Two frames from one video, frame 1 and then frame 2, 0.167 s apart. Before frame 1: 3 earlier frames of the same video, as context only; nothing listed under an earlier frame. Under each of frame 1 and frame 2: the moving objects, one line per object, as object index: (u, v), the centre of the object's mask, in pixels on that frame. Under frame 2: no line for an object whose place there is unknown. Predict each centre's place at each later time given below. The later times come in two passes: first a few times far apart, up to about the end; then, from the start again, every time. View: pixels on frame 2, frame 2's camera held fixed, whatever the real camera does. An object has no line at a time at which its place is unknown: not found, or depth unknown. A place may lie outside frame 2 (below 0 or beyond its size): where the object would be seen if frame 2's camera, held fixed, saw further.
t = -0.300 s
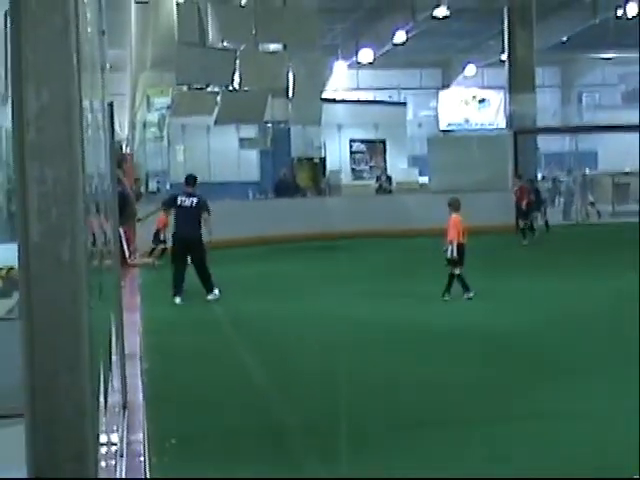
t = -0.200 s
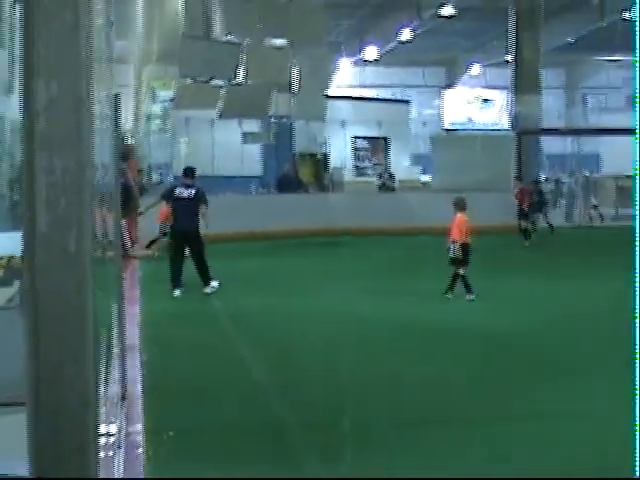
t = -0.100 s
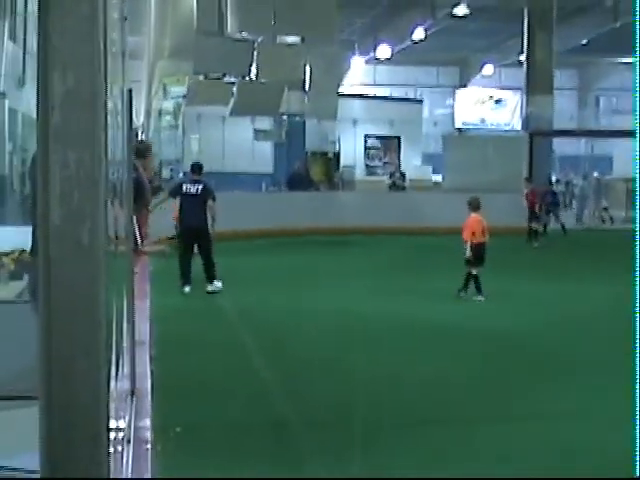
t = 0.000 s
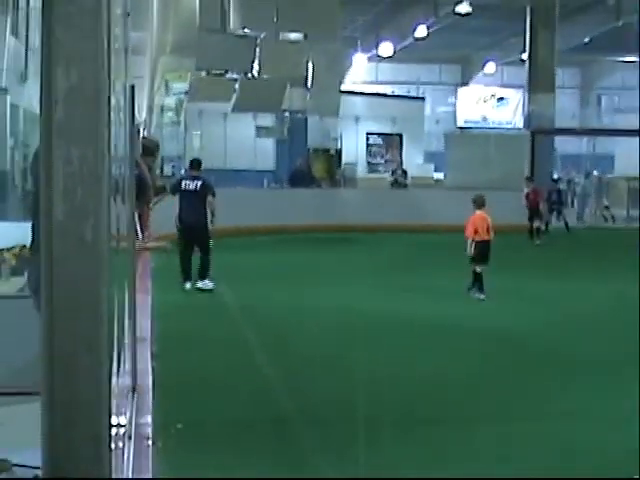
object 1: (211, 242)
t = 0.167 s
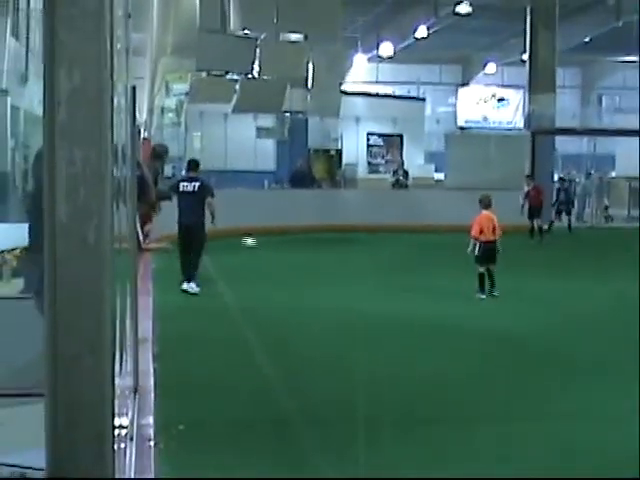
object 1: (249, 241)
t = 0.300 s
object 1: (286, 251)
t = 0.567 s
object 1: (349, 255)
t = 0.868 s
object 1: (410, 266)
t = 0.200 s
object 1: (258, 242)
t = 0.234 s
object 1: (267, 244)
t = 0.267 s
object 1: (276, 247)
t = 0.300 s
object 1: (286, 251)
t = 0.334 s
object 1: (295, 256)
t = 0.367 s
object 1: (303, 255)
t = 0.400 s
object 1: (310, 254)
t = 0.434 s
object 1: (318, 253)
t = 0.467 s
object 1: (325, 252)
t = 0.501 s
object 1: (333, 252)
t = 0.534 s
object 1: (341, 253)
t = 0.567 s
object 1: (349, 255)
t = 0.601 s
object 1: (357, 258)
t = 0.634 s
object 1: (365, 261)
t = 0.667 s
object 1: (373, 265)
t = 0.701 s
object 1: (380, 266)
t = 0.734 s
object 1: (387, 264)
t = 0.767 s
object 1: (392, 263)
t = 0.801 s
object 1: (398, 264)
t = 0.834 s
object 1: (404, 264)
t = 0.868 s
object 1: (410, 266)
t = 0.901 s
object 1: (415, 268)
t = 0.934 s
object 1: (420, 271)
